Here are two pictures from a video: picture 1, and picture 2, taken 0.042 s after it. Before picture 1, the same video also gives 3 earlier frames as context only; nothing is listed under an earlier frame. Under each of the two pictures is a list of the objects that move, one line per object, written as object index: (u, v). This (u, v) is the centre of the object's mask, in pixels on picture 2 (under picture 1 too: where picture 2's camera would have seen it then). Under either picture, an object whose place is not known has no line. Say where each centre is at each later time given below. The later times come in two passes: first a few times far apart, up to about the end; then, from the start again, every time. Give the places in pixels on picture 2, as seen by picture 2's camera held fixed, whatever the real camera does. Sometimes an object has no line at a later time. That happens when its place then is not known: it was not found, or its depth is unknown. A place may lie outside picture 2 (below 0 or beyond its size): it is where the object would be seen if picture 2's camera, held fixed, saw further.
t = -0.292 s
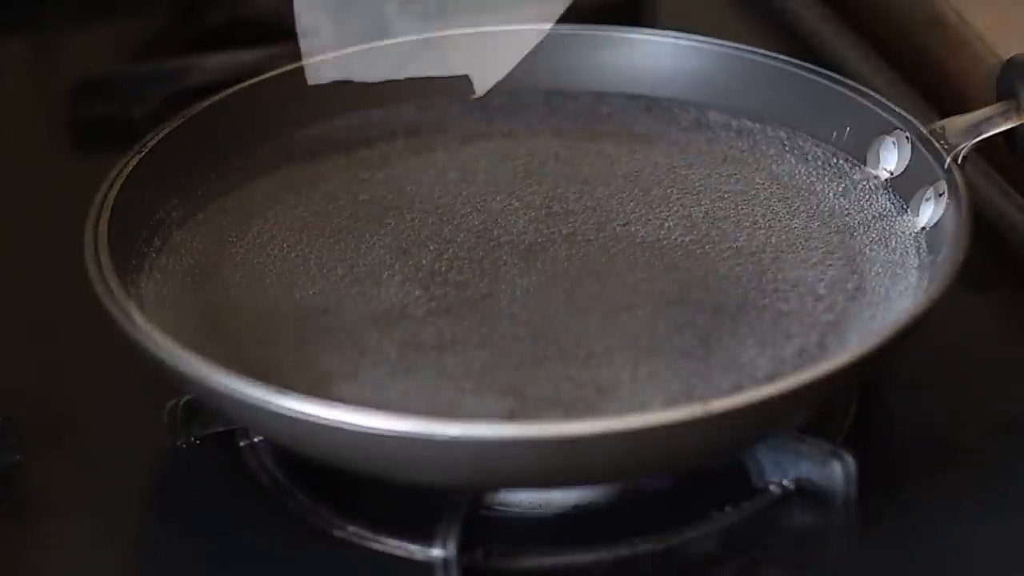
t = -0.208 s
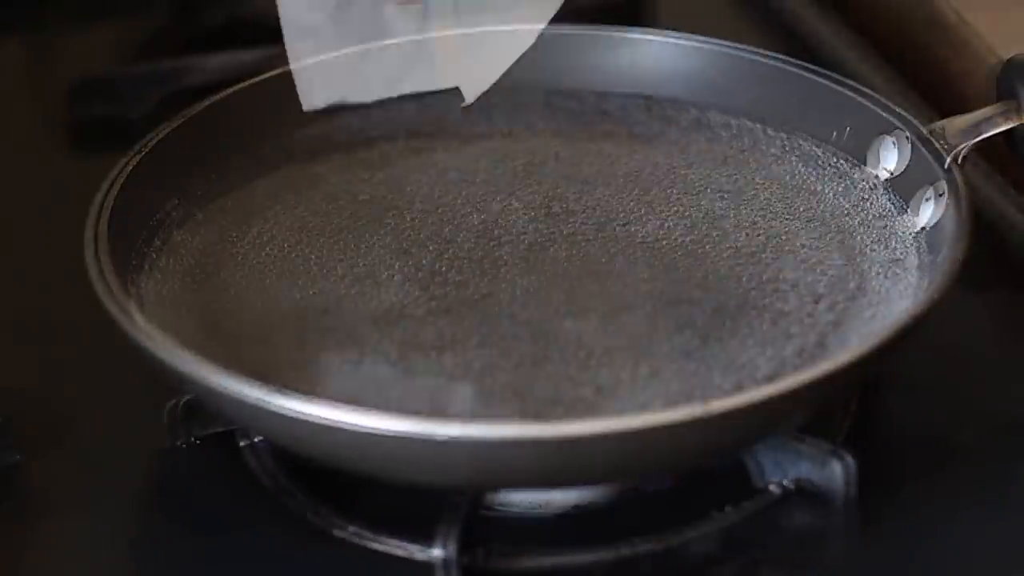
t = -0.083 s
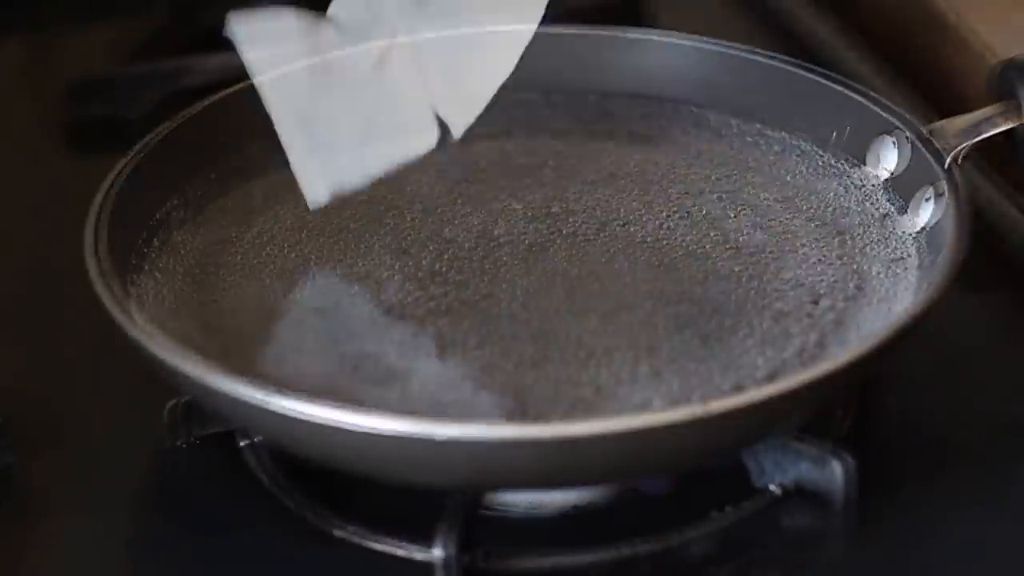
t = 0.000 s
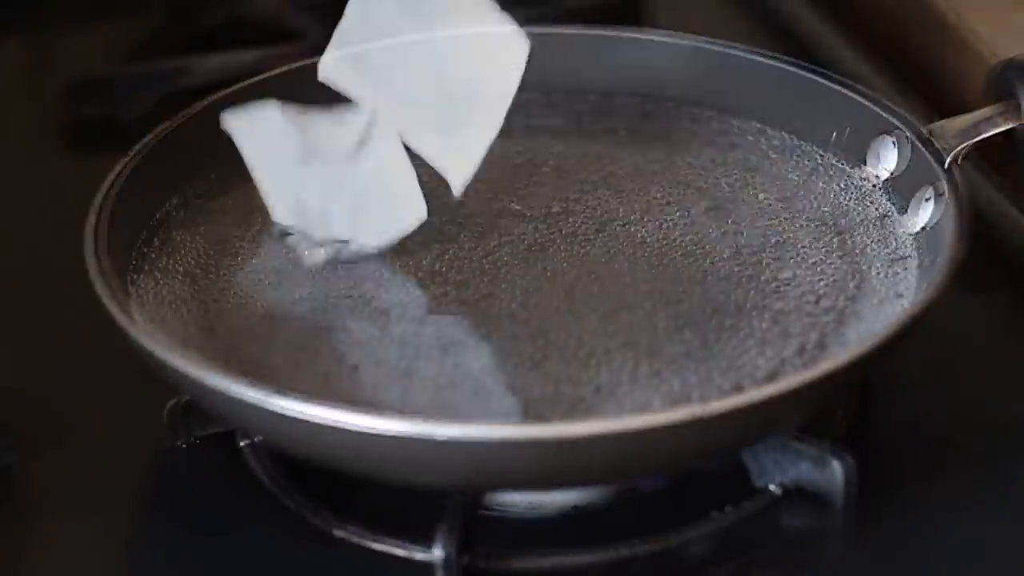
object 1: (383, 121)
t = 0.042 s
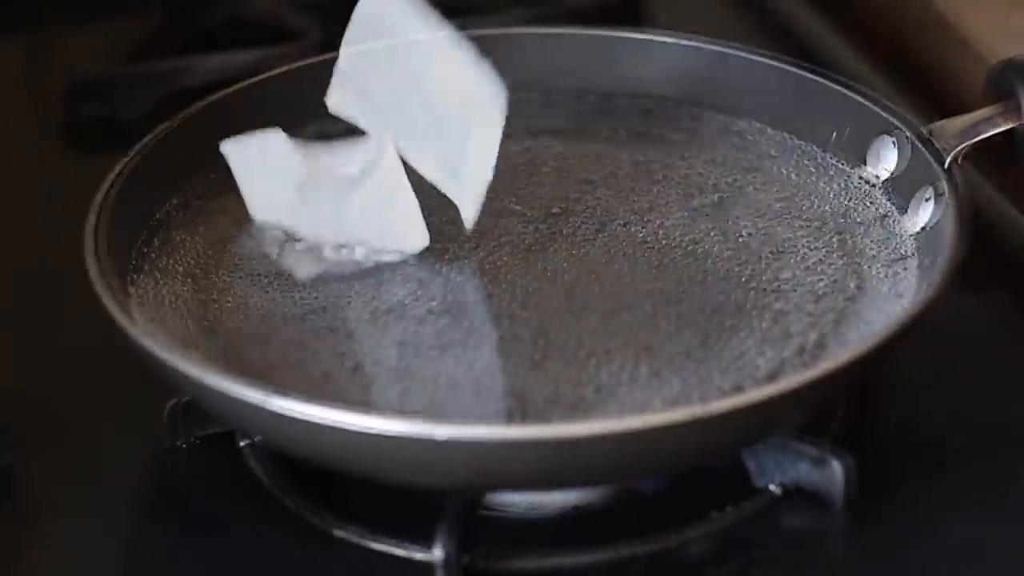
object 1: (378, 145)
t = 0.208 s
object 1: (350, 233)
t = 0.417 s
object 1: (340, 229)
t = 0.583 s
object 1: (339, 225)
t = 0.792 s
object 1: (339, 221)
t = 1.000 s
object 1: (333, 221)
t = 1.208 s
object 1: (327, 220)
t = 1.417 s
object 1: (323, 219)
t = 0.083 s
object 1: (360, 181)
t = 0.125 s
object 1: (342, 211)
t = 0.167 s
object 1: (346, 227)
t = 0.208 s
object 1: (350, 233)
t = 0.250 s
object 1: (352, 235)
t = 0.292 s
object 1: (349, 231)
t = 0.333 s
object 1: (345, 231)
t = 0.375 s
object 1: (342, 230)
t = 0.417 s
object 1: (340, 229)
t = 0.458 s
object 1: (339, 228)
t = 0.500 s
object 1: (339, 227)
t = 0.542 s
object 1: (339, 226)
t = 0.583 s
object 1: (339, 225)
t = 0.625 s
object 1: (338, 223)
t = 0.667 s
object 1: (339, 222)
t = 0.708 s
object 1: (339, 222)
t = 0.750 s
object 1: (339, 221)
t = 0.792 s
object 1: (339, 221)
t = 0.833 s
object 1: (338, 221)
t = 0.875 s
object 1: (337, 221)
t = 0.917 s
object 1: (335, 221)
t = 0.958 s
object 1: (334, 221)
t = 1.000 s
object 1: (333, 221)
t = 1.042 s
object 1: (331, 221)
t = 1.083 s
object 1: (330, 221)
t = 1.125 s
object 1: (329, 221)
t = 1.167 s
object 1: (328, 220)
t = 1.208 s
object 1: (327, 220)
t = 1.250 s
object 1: (326, 220)
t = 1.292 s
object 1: (326, 220)
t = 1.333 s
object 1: (325, 220)
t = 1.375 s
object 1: (324, 219)
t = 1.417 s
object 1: (323, 219)
